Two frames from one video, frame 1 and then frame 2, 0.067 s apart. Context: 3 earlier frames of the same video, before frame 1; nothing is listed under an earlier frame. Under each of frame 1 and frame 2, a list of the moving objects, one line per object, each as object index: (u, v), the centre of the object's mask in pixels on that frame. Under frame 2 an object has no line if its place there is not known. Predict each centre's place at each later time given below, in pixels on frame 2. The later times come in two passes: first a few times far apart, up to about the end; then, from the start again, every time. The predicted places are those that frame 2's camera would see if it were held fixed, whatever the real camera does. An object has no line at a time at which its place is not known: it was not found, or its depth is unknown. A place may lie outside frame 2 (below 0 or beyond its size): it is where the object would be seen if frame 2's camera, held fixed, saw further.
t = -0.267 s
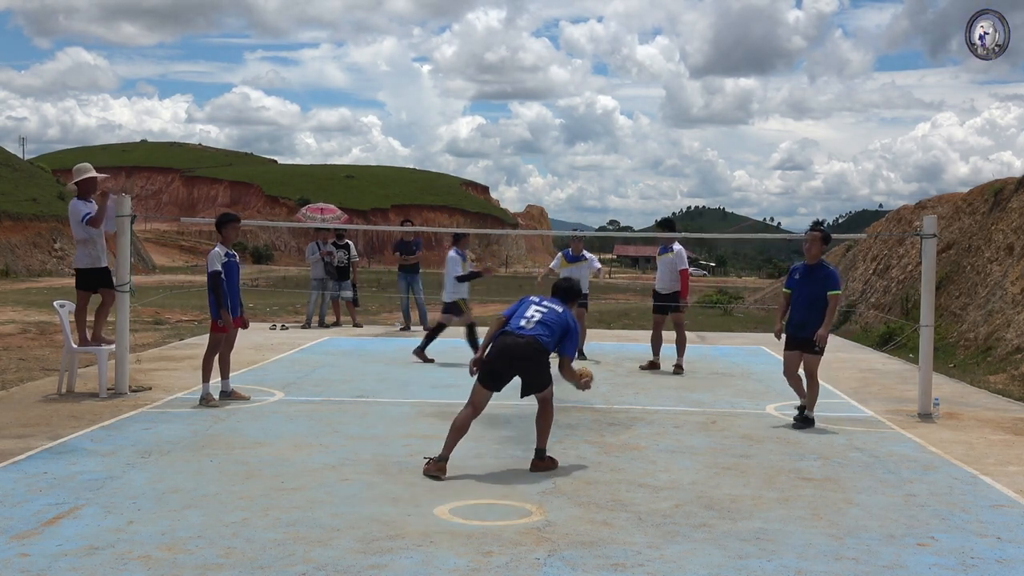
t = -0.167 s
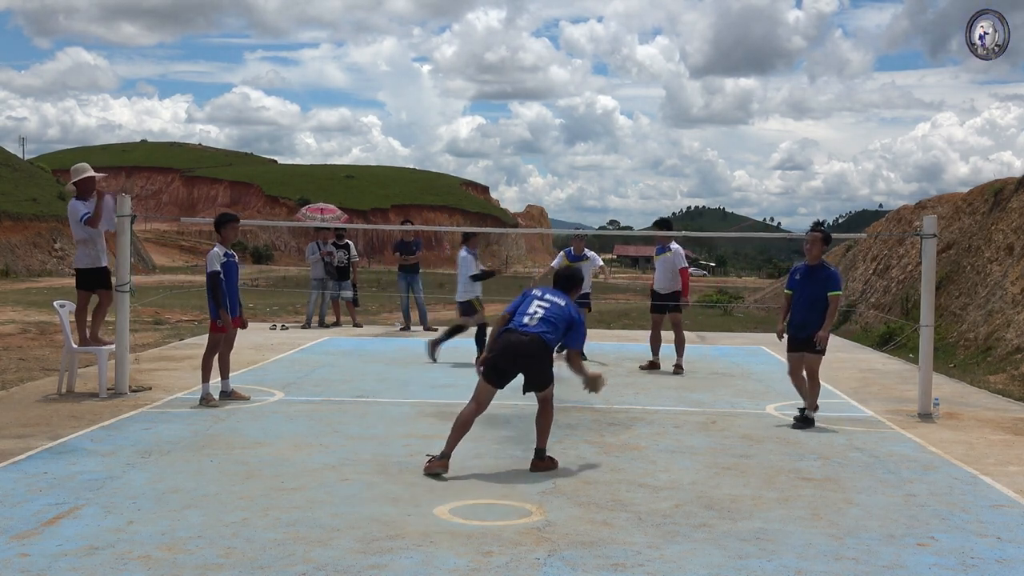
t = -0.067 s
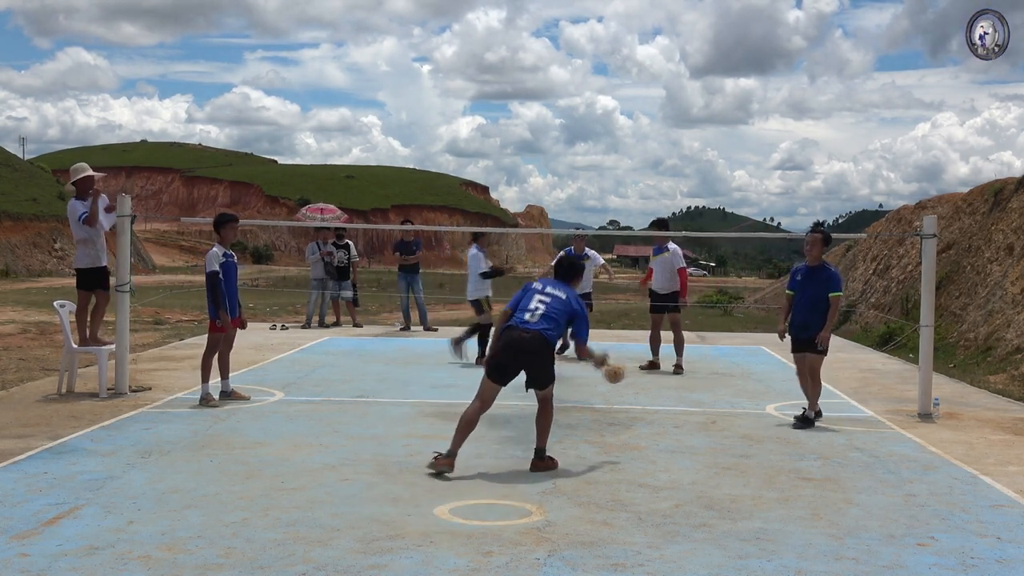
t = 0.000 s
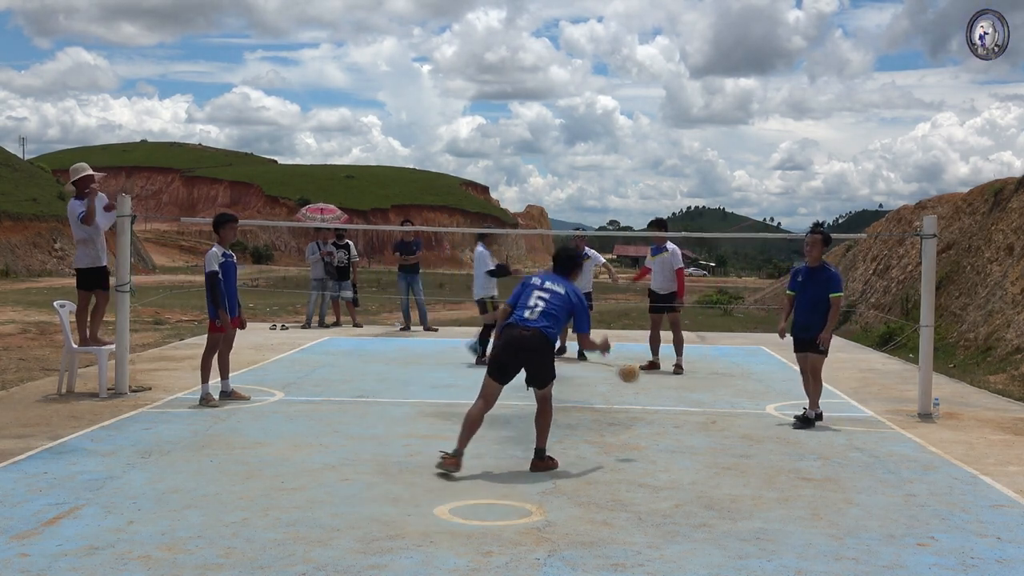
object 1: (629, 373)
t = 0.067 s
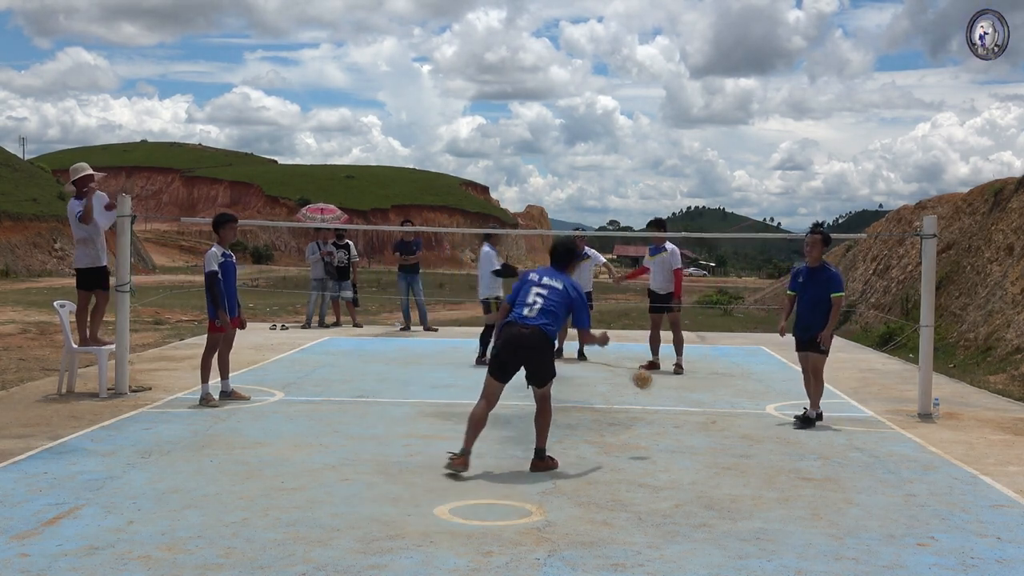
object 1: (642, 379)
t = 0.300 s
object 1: (687, 435)
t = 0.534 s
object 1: (727, 403)
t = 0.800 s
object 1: (767, 418)
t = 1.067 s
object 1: (800, 425)
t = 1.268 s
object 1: (825, 422)
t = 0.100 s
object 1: (648, 385)
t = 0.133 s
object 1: (655, 391)
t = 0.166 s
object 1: (662, 399)
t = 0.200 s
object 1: (668, 410)
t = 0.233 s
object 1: (674, 419)
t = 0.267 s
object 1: (680, 432)
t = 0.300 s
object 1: (687, 435)
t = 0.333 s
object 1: (692, 425)
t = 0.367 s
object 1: (699, 418)
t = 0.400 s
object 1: (705, 412)
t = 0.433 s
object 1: (710, 408)
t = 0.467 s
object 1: (716, 405)
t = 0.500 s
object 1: (721, 403)
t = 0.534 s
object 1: (727, 403)
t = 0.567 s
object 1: (732, 405)
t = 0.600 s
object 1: (738, 408)
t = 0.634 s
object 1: (743, 412)
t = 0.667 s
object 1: (748, 418)
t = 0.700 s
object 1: (753, 426)
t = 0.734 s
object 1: (758, 430)
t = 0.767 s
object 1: (762, 423)
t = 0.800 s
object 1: (767, 418)
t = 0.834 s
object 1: (772, 414)
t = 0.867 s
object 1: (776, 413)
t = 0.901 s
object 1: (780, 413)
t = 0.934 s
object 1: (784, 413)
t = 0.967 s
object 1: (788, 415)
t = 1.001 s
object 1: (792, 418)
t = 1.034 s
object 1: (796, 424)
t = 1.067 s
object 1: (800, 425)
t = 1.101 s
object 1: (805, 420)
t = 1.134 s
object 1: (809, 418)
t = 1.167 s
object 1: (813, 417)
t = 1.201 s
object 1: (817, 417)
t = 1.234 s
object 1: (821, 418)
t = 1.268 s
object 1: (825, 422)
